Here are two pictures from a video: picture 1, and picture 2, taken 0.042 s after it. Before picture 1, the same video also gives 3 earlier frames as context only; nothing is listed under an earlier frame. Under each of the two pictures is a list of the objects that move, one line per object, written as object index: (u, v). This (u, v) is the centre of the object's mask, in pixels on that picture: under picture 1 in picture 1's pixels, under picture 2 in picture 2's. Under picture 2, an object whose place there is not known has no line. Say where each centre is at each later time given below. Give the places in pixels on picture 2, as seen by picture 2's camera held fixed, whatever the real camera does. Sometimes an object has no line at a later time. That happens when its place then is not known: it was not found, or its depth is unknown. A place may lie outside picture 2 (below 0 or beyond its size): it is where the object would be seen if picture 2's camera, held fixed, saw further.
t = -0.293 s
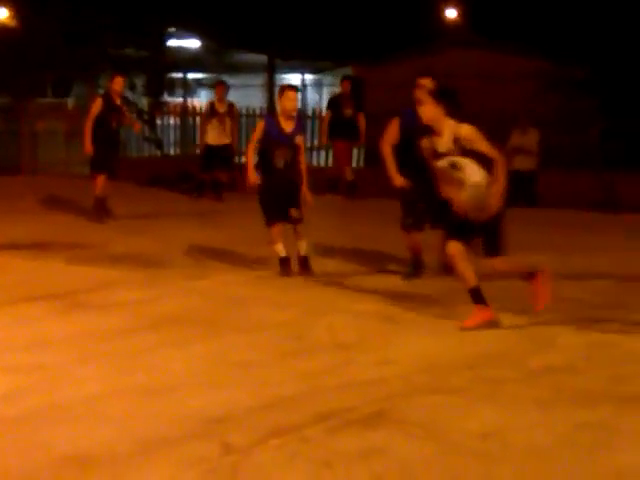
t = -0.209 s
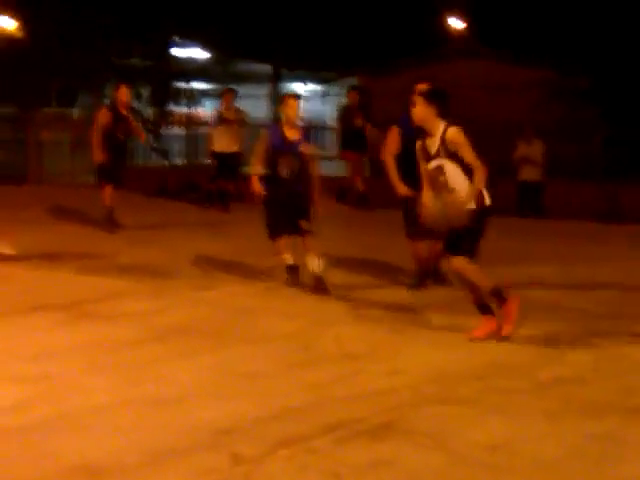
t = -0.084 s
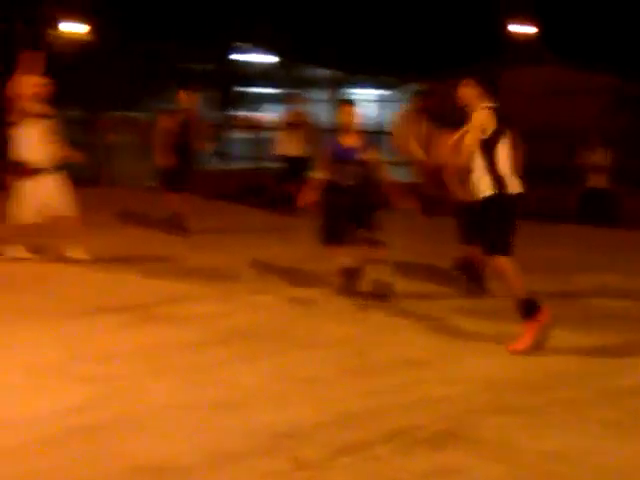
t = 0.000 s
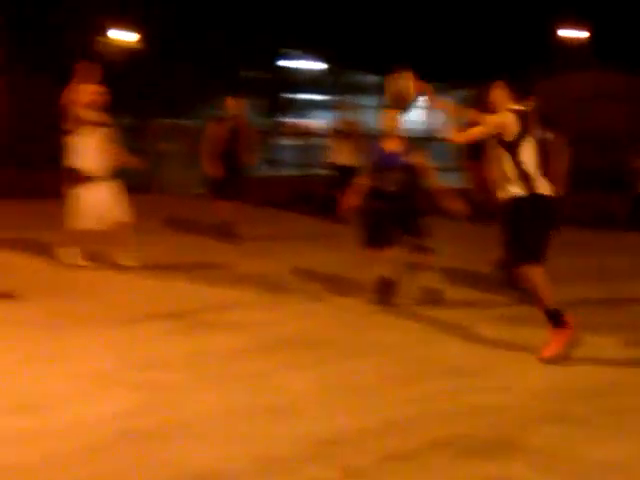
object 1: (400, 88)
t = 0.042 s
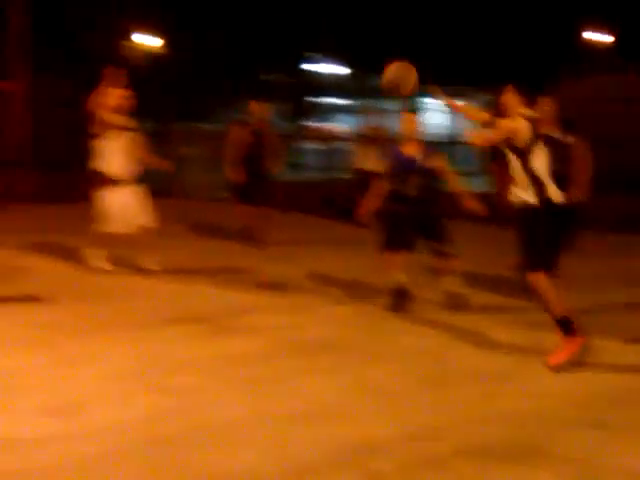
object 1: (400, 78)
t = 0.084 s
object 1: (378, 65)
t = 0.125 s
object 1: (364, 56)
